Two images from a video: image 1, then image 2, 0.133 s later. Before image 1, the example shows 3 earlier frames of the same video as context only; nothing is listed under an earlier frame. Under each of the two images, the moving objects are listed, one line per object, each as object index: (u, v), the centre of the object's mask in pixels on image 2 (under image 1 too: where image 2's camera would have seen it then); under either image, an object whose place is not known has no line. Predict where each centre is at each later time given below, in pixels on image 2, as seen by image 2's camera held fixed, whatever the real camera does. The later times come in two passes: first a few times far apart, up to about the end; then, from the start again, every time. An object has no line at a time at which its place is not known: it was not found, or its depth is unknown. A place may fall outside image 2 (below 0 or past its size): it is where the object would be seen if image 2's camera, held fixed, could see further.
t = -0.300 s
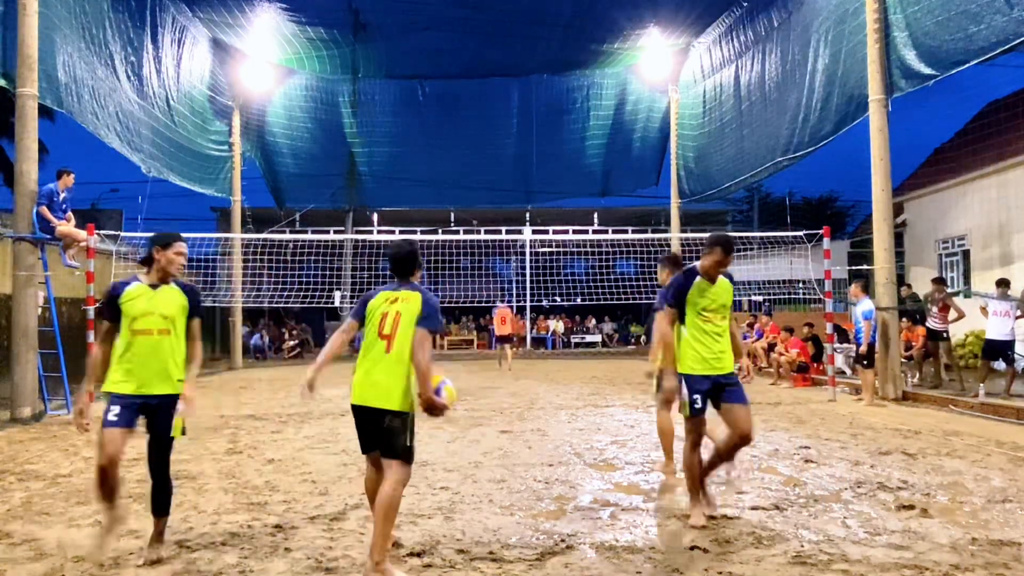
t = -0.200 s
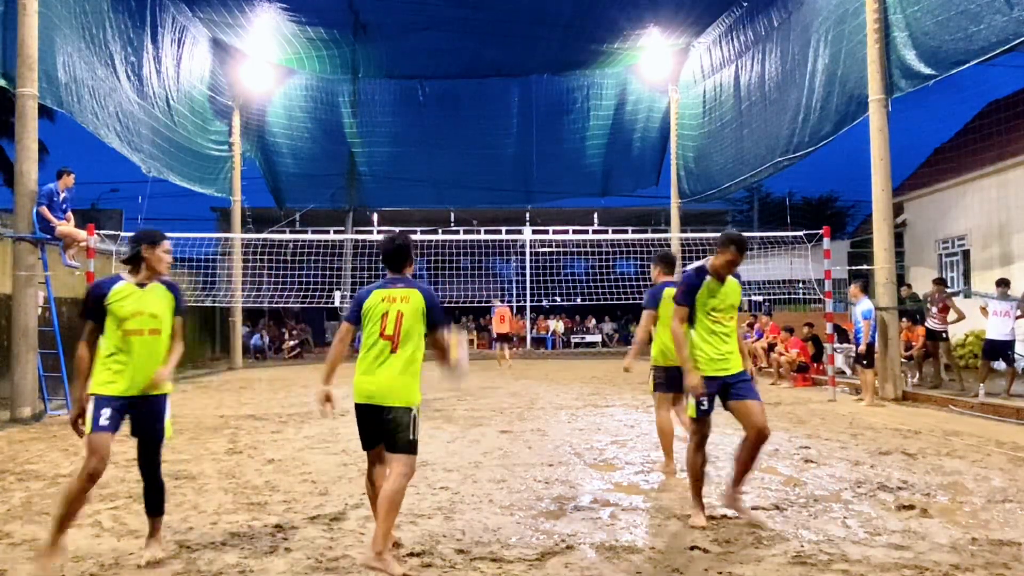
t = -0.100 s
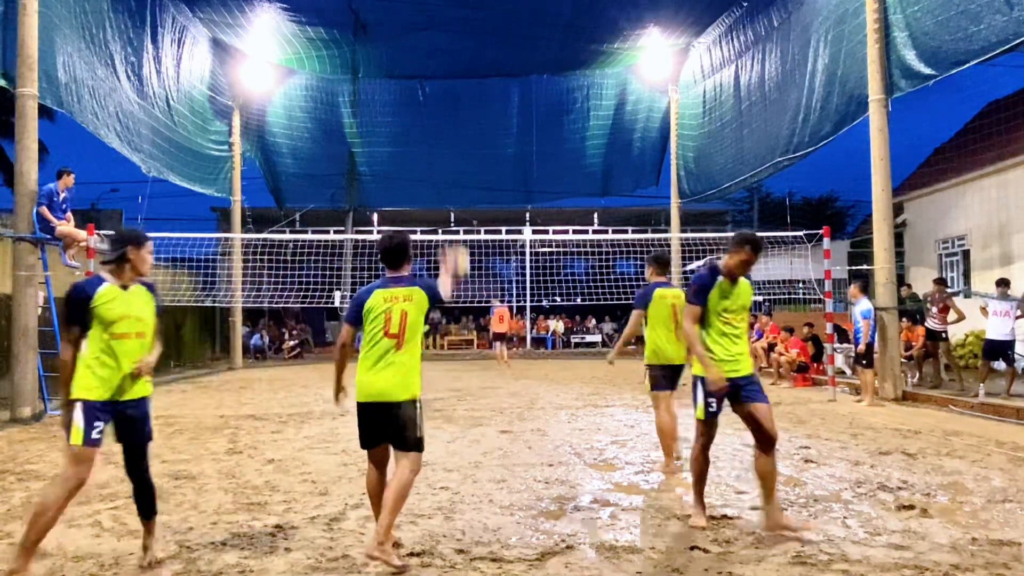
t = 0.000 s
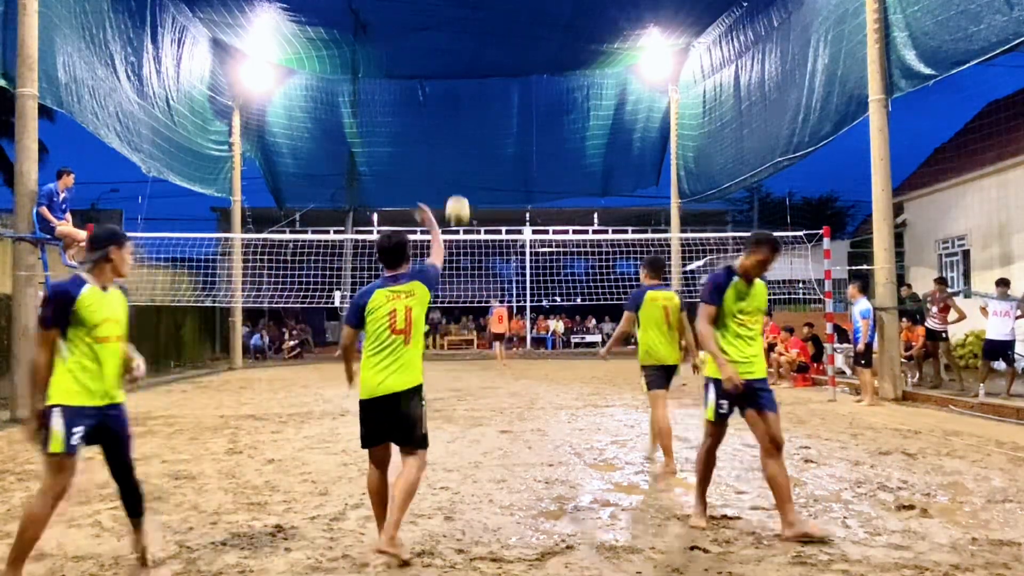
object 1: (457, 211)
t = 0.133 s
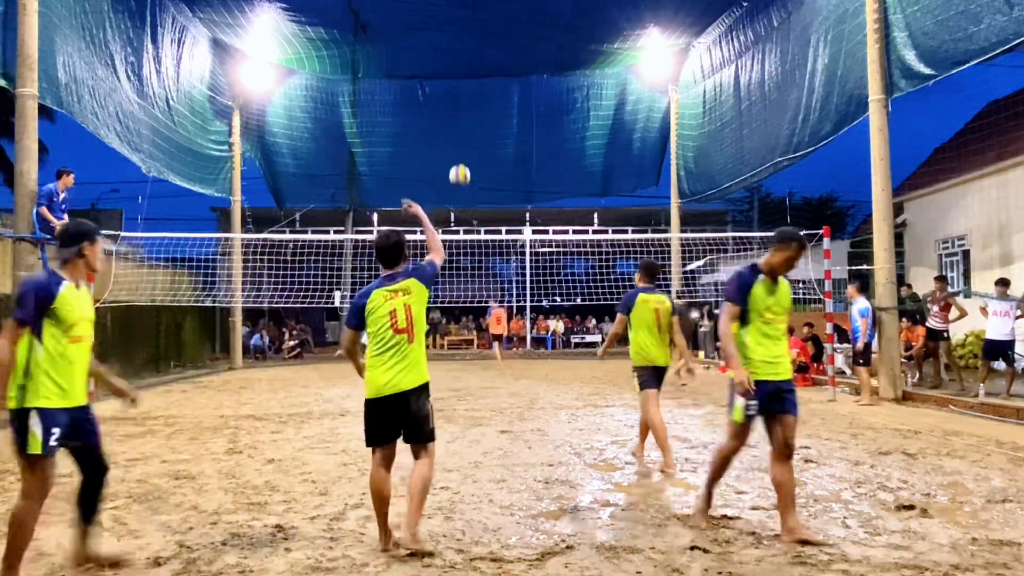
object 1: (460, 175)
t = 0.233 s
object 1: (461, 166)
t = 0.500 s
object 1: (465, 185)
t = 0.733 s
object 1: (469, 229)
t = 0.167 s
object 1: (460, 171)
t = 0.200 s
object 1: (461, 167)
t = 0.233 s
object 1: (461, 166)
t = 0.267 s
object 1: (462, 166)
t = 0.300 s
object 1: (462, 166)
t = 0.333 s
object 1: (463, 167)
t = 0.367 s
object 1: (463, 169)
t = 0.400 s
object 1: (464, 172)
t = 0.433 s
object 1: (464, 176)
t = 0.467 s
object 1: (465, 180)
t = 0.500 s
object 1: (465, 185)
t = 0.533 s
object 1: (466, 190)
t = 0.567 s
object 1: (466, 196)
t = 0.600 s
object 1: (467, 202)
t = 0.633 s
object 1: (467, 209)
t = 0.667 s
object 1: (468, 216)
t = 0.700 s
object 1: (469, 223)
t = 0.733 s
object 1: (469, 229)
